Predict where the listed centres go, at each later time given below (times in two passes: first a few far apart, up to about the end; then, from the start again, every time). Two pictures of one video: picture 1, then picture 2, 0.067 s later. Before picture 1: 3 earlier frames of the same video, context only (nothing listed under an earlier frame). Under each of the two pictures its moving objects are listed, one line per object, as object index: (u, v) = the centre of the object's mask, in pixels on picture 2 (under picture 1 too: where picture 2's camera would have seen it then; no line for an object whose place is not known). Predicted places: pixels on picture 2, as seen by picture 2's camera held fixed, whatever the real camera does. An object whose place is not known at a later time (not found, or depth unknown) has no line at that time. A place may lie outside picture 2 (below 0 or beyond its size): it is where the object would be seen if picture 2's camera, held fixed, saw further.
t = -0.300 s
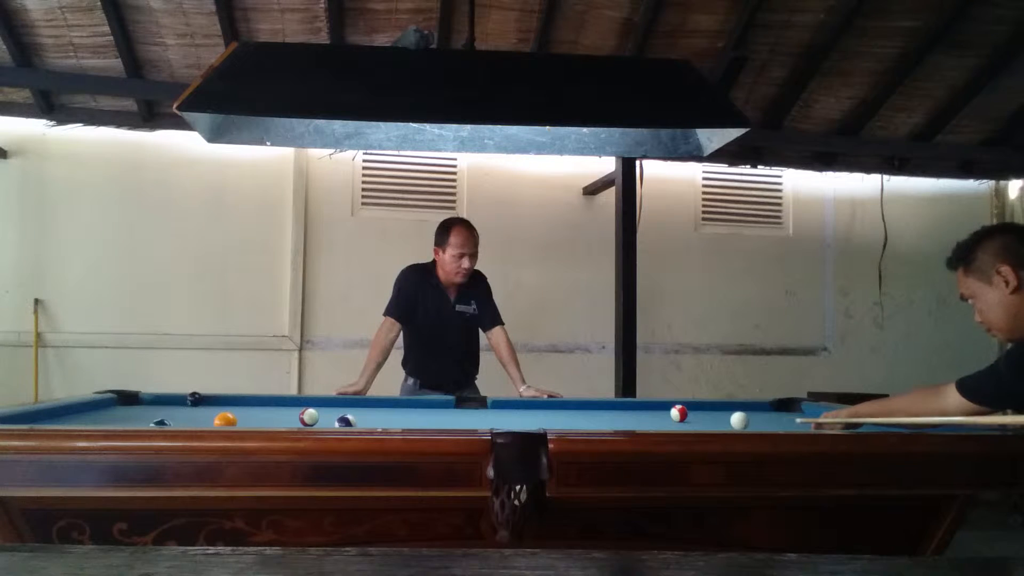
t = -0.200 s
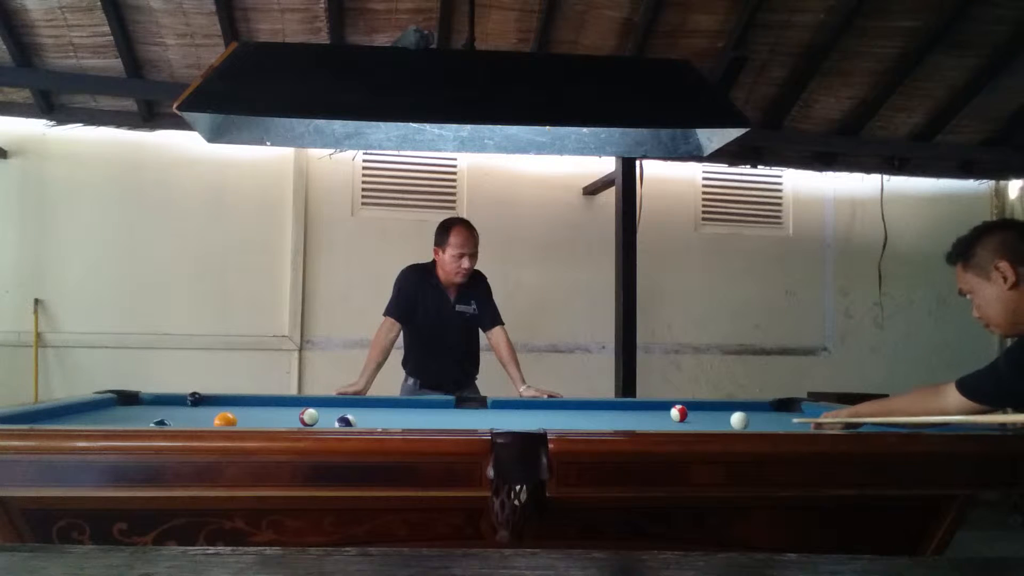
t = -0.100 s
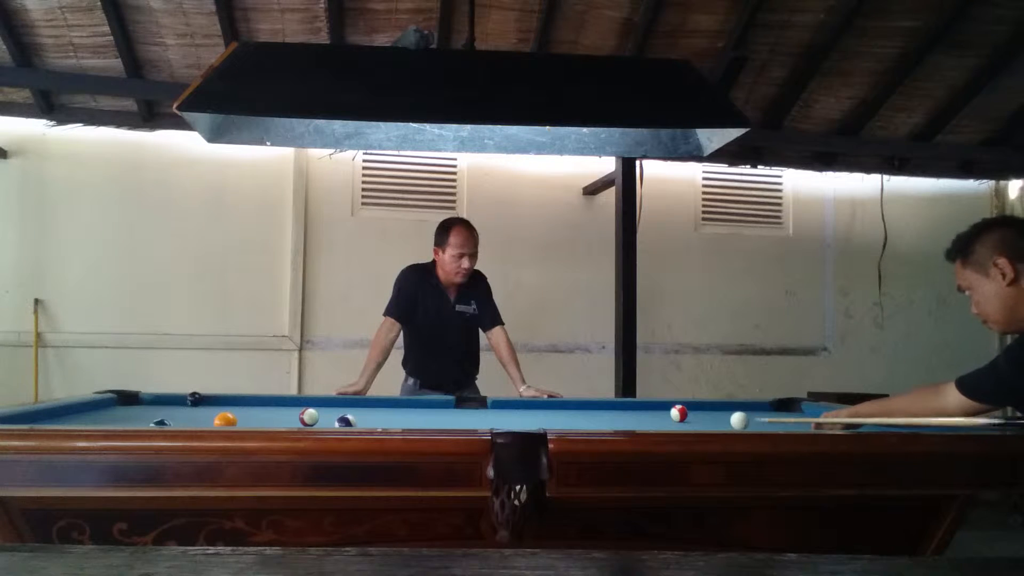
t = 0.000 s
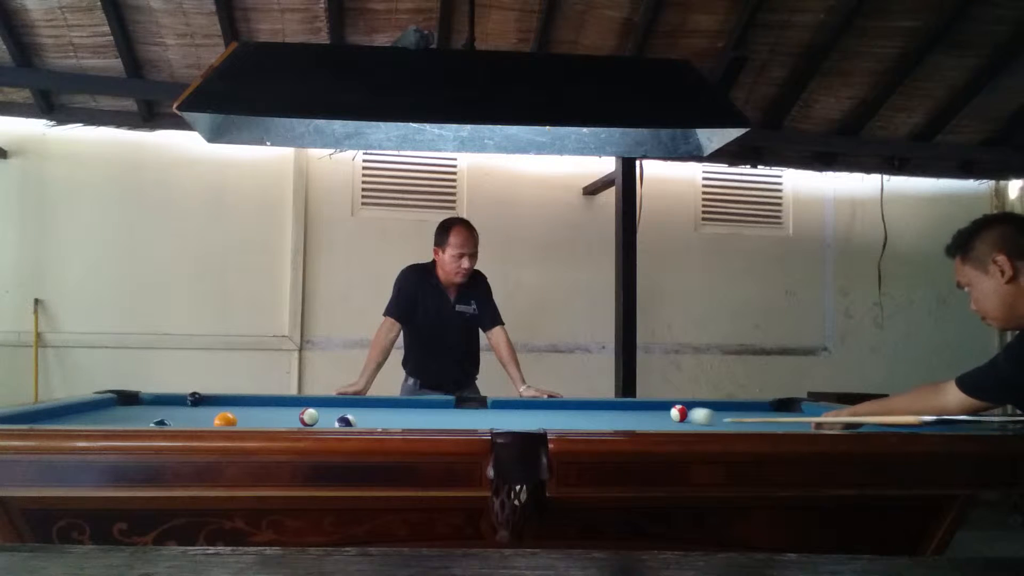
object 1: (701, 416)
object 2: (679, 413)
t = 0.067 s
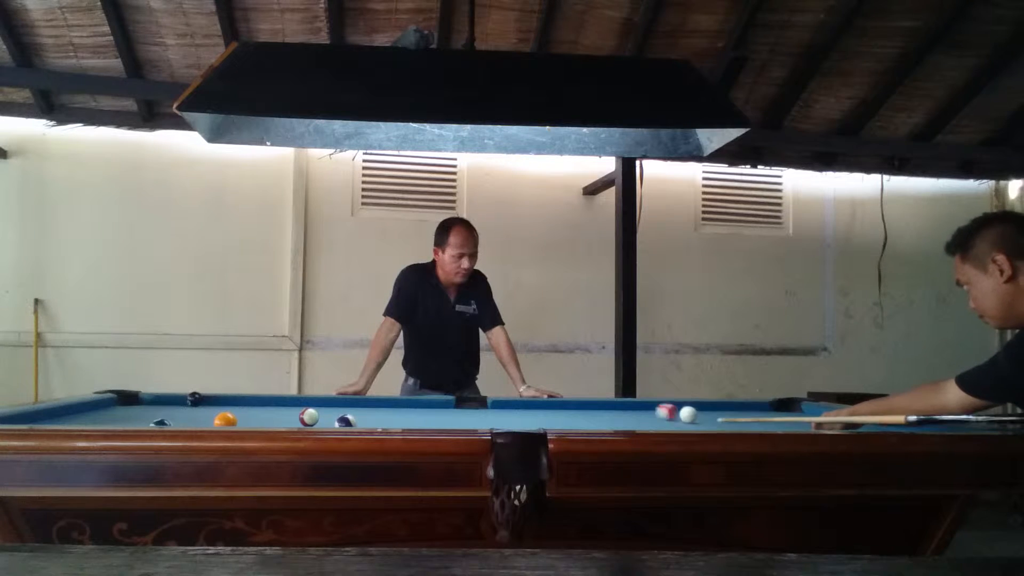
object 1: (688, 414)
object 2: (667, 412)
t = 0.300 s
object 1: (674, 413)
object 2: (610, 405)
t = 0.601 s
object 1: (657, 411)
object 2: (589, 406)
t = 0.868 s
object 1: (642, 409)
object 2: (580, 410)
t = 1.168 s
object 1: (627, 408)
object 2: (569, 414)
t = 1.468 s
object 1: (613, 407)
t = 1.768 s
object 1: (600, 406)
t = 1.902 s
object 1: (594, 406)
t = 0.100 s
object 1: (687, 414)
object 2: (656, 410)
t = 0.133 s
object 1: (685, 414)
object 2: (647, 409)
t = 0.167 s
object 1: (683, 414)
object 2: (638, 408)
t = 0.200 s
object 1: (681, 414)
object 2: (630, 407)
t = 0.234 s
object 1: (678, 413)
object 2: (623, 406)
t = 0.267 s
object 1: (677, 413)
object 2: (616, 406)
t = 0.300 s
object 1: (674, 413)
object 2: (610, 405)
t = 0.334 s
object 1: (672, 413)
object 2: (603, 404)
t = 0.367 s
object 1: (670, 412)
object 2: (597, 404)
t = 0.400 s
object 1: (668, 412)
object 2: (595, 404)
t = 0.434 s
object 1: (666, 412)
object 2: (594, 404)
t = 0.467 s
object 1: (664, 412)
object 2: (593, 404)
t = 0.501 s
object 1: (663, 412)
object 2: (592, 404)
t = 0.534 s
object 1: (661, 412)
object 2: (591, 405)
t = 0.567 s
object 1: (659, 411)
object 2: (590, 406)
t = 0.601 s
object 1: (657, 411)
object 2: (589, 406)
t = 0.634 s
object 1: (655, 411)
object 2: (588, 407)
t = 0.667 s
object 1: (653, 411)
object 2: (587, 407)
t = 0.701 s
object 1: (651, 410)
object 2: (586, 407)
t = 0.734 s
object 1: (649, 410)
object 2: (584, 408)
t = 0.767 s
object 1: (647, 410)
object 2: (583, 408)
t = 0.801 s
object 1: (646, 410)
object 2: (582, 409)
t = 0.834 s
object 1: (644, 410)
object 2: (581, 409)
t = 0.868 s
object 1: (642, 409)
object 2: (580, 410)
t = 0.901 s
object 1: (640, 409)
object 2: (579, 410)
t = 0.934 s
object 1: (638, 409)
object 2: (577, 411)
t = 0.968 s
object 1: (637, 409)
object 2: (576, 411)
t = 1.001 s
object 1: (635, 409)
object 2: (575, 411)
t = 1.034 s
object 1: (633, 409)
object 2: (574, 412)
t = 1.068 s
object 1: (632, 409)
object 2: (573, 413)
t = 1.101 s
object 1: (630, 408)
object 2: (572, 413)
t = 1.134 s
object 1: (628, 408)
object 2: (570, 414)
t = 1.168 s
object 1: (627, 408)
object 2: (569, 414)
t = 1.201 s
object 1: (625, 408)
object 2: (568, 415)
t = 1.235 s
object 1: (623, 408)
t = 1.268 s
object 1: (622, 408)
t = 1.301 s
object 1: (620, 408)
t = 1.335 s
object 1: (619, 408)
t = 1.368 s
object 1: (617, 407)
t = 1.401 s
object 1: (616, 407)
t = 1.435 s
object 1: (614, 407)
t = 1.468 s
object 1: (613, 407)
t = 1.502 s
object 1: (611, 407)
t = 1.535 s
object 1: (610, 407)
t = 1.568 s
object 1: (608, 407)
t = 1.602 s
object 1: (607, 406)
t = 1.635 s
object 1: (605, 406)
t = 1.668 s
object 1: (604, 406)
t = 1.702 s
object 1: (602, 406)
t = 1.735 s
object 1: (601, 406)
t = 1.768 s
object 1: (600, 406)
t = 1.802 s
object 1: (598, 406)
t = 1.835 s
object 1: (597, 406)
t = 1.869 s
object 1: (596, 406)
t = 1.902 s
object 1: (594, 406)
